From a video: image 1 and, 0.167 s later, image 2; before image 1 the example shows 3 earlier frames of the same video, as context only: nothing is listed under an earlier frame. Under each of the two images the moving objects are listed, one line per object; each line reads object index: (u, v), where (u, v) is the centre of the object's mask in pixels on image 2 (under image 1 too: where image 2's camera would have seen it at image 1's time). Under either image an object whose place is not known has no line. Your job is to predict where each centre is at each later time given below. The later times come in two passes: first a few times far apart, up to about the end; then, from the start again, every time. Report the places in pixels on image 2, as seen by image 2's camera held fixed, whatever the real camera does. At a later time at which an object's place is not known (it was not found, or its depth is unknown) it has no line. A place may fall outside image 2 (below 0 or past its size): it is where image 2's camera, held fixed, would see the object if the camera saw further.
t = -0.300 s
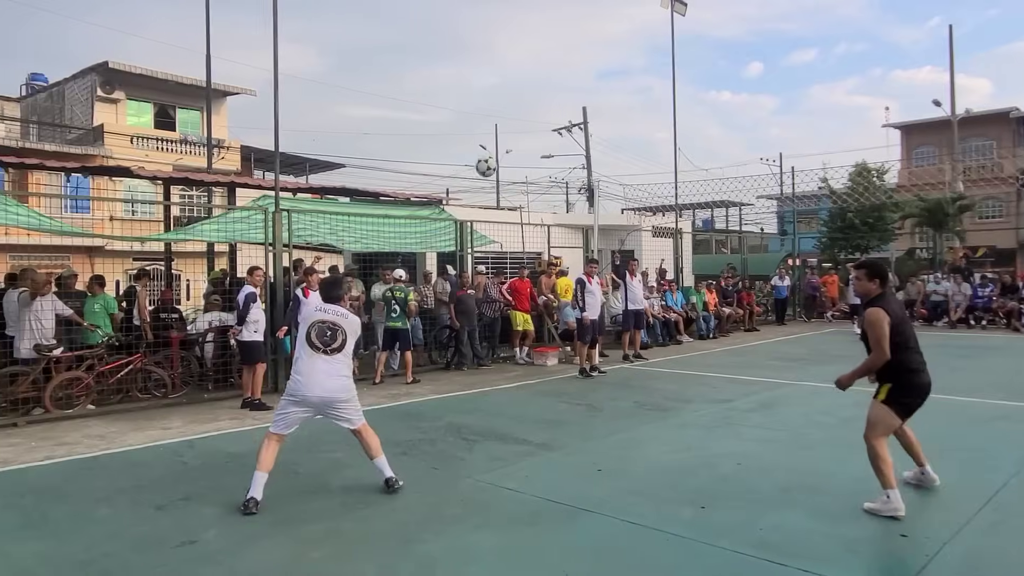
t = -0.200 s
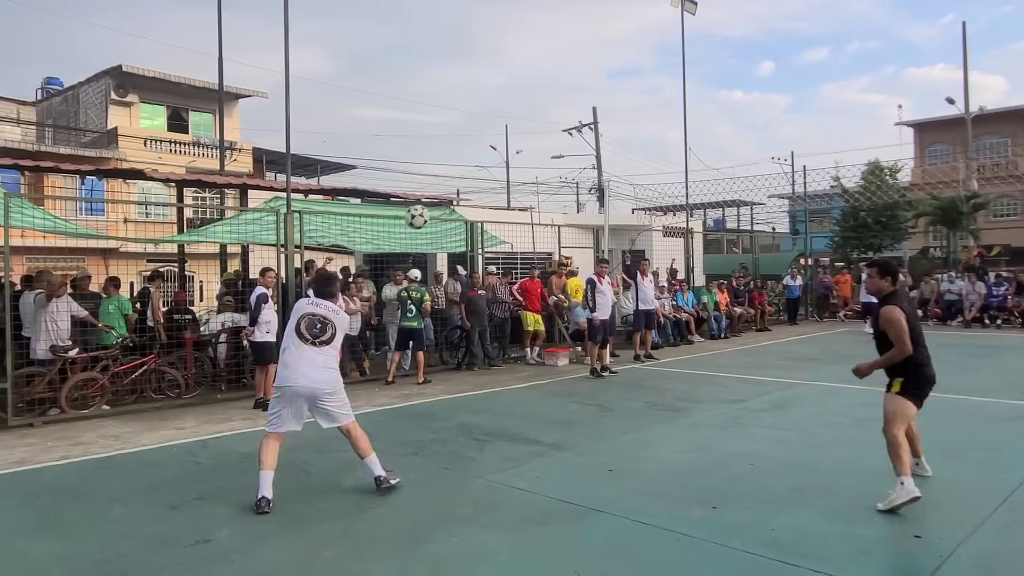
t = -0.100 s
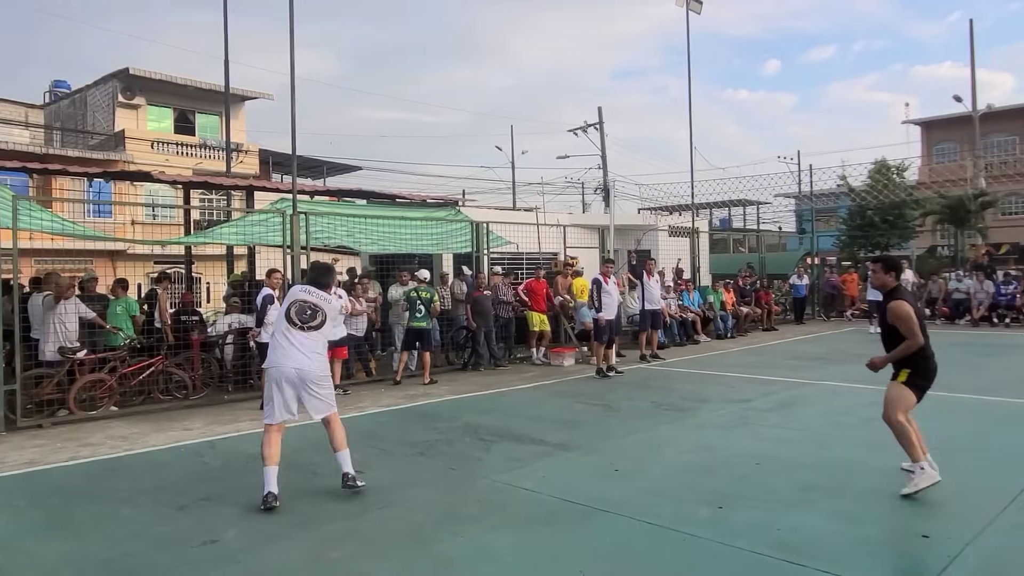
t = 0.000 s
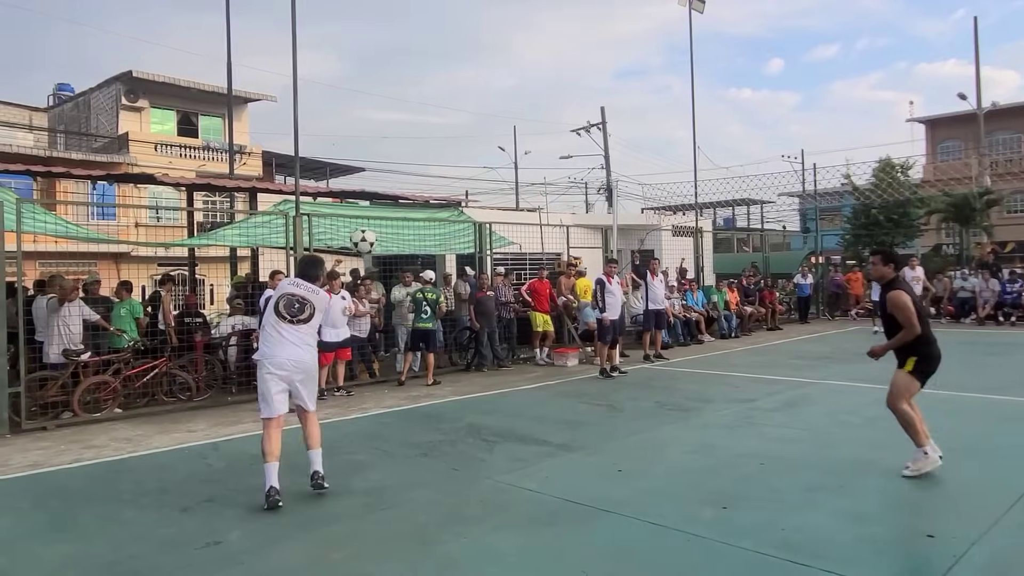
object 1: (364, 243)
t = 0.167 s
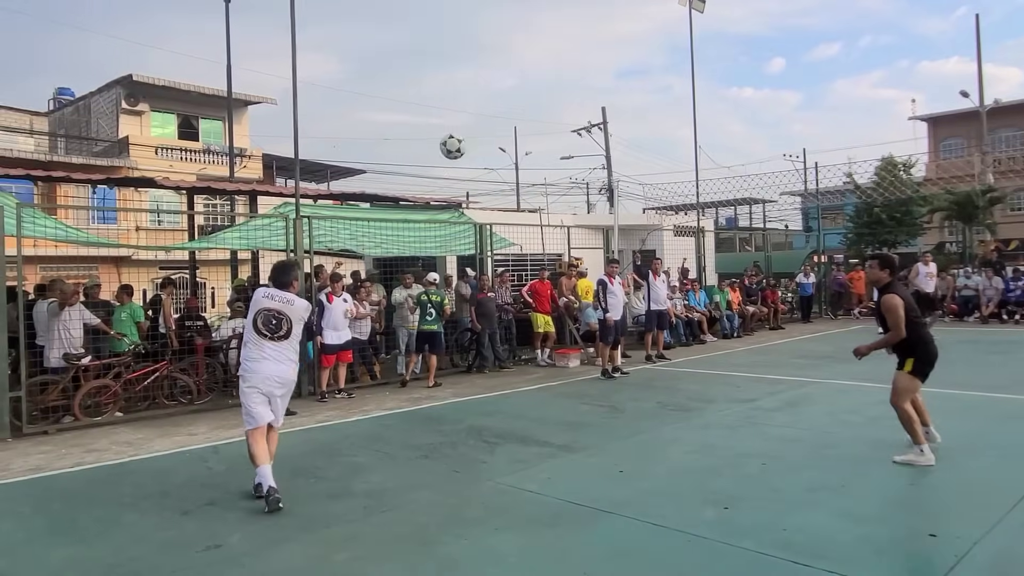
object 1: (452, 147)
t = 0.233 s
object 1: (487, 119)
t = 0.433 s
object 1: (582, 70)
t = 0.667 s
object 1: (687, 71)
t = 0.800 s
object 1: (743, 96)
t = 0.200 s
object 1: (469, 132)
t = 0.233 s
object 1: (487, 119)
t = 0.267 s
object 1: (502, 108)
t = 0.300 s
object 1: (519, 97)
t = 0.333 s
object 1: (535, 88)
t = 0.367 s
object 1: (551, 81)
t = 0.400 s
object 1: (567, 75)
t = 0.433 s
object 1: (582, 70)
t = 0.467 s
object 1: (598, 66)
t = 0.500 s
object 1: (613, 64)
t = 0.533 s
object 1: (628, 63)
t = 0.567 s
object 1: (643, 63)
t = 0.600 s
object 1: (658, 64)
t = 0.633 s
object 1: (672, 67)
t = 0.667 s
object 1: (687, 71)
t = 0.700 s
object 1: (701, 75)
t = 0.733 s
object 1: (715, 81)
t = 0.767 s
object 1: (729, 87)
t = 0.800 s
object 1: (743, 96)
